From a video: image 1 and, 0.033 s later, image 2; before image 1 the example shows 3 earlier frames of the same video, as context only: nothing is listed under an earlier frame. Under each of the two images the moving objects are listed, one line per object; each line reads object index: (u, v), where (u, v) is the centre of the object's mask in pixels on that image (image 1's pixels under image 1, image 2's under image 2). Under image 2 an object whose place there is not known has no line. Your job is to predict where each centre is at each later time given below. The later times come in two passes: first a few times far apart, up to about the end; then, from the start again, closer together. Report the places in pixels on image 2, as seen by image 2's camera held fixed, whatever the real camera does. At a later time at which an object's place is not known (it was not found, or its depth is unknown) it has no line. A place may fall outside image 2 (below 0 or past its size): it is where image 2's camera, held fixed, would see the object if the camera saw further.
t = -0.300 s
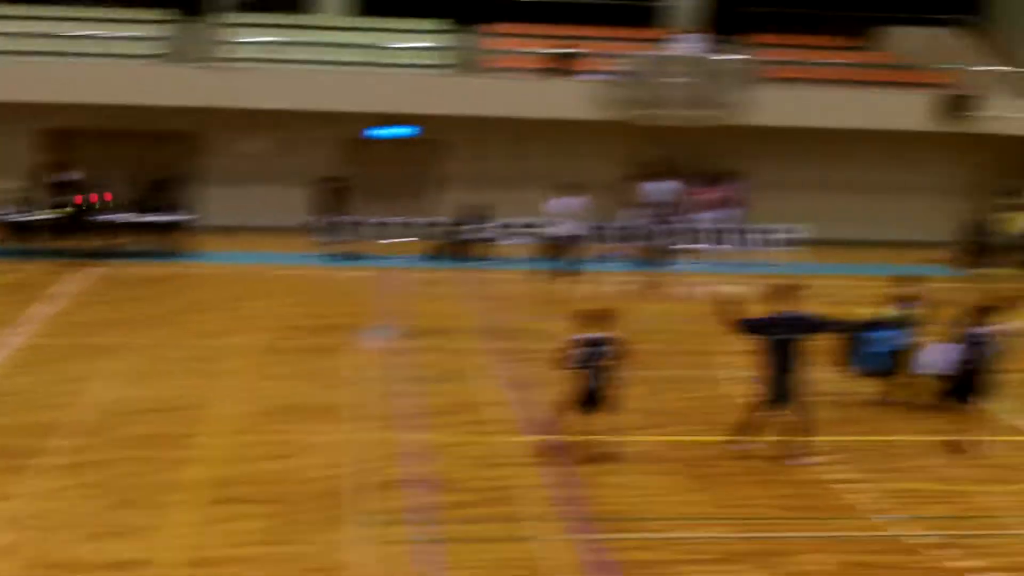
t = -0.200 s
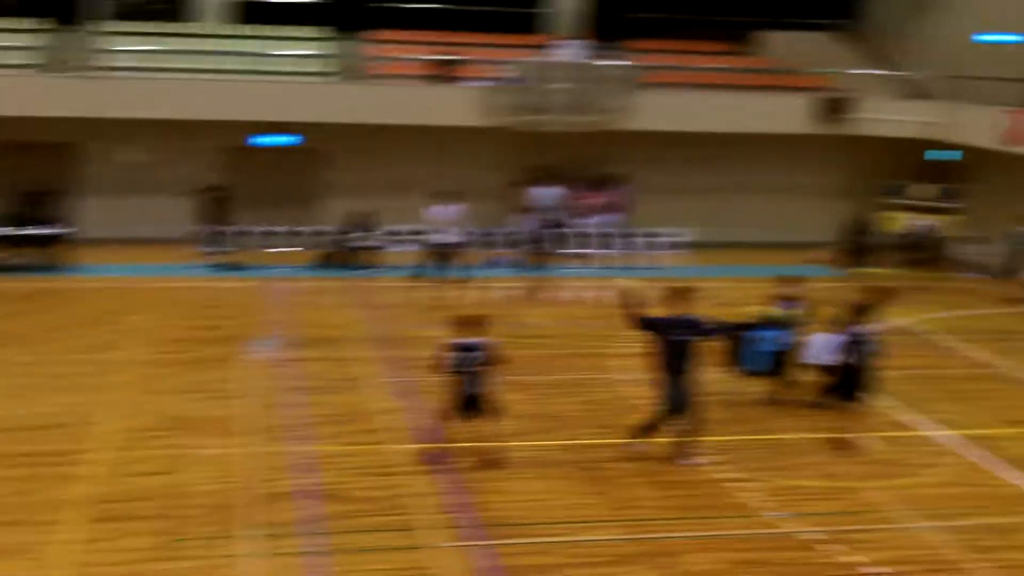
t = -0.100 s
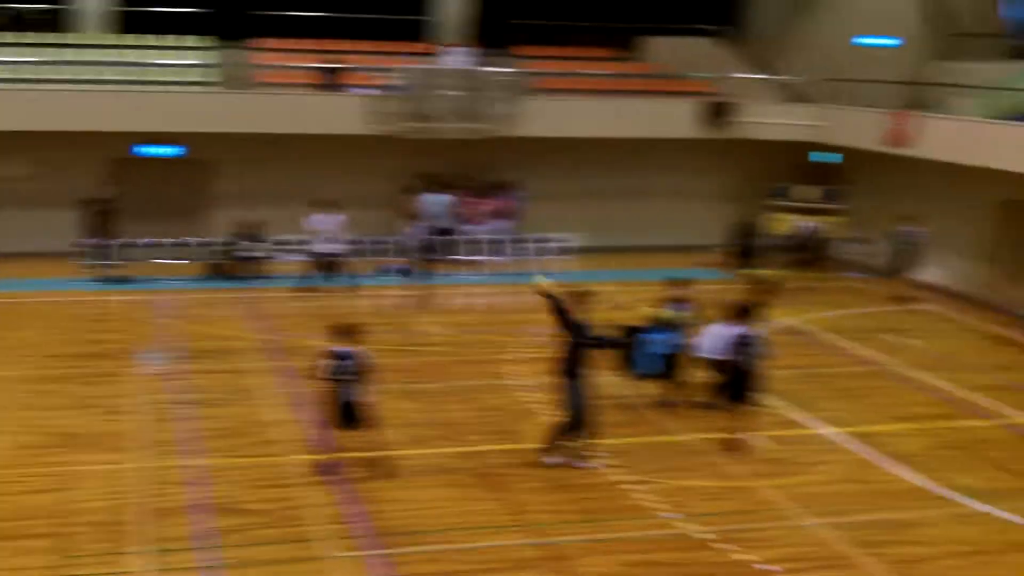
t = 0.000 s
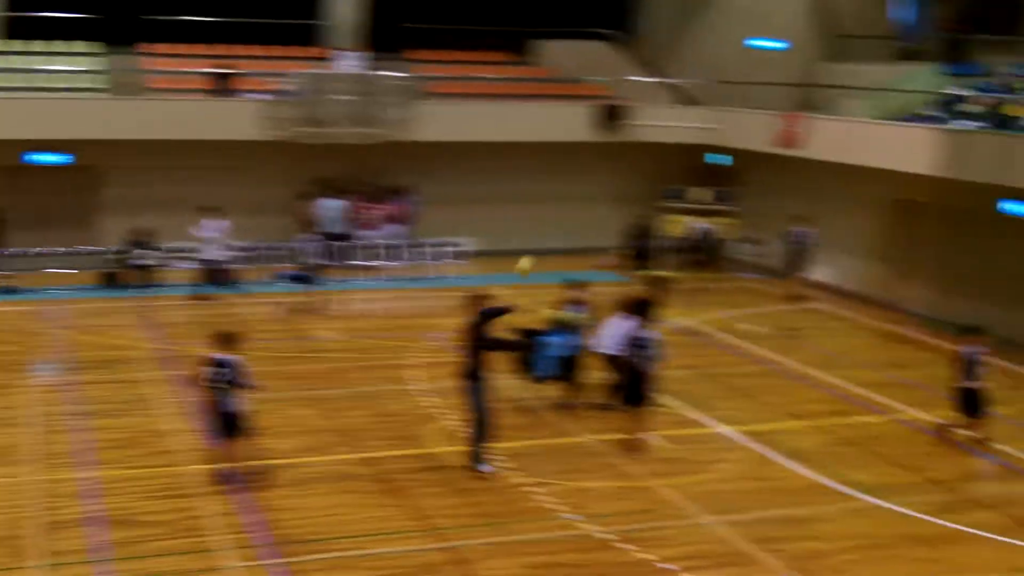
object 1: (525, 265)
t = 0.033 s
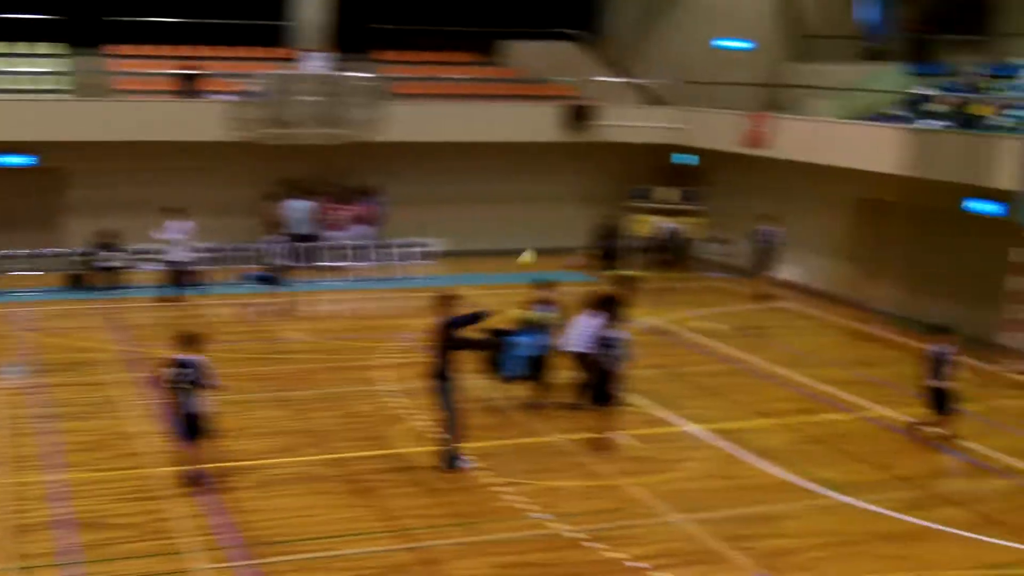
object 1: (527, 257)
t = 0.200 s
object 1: (704, 239)
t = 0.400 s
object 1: (953, 255)
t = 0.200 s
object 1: (704, 239)
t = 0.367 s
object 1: (909, 249)
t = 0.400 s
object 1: (953, 255)
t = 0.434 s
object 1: (997, 262)
